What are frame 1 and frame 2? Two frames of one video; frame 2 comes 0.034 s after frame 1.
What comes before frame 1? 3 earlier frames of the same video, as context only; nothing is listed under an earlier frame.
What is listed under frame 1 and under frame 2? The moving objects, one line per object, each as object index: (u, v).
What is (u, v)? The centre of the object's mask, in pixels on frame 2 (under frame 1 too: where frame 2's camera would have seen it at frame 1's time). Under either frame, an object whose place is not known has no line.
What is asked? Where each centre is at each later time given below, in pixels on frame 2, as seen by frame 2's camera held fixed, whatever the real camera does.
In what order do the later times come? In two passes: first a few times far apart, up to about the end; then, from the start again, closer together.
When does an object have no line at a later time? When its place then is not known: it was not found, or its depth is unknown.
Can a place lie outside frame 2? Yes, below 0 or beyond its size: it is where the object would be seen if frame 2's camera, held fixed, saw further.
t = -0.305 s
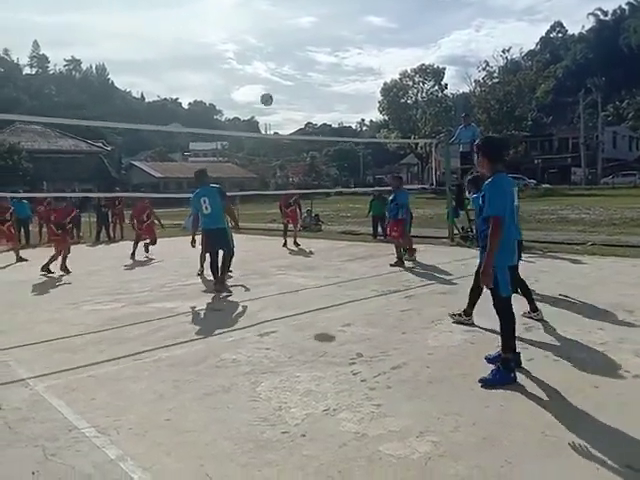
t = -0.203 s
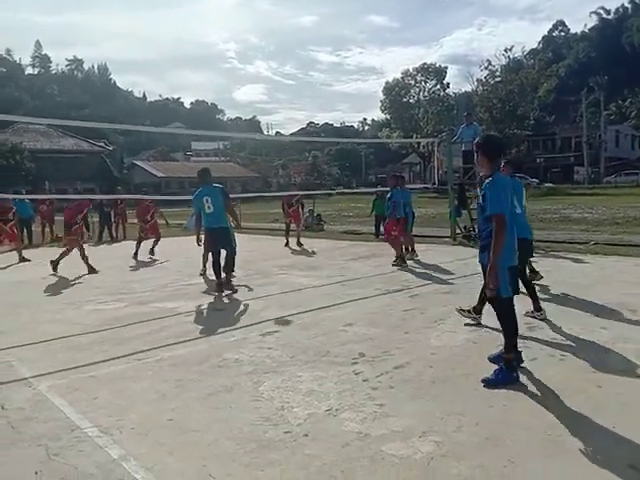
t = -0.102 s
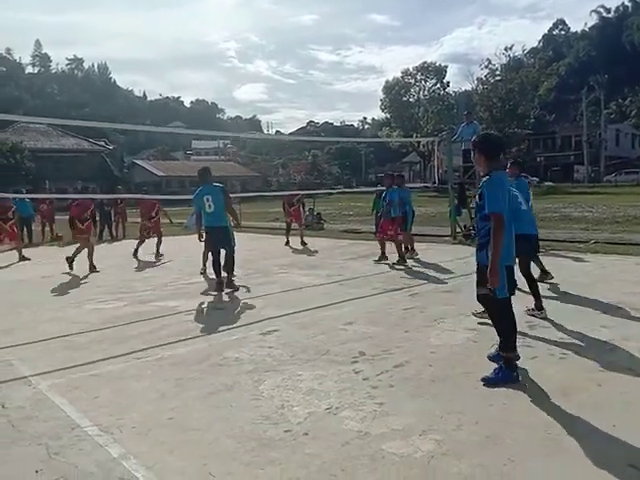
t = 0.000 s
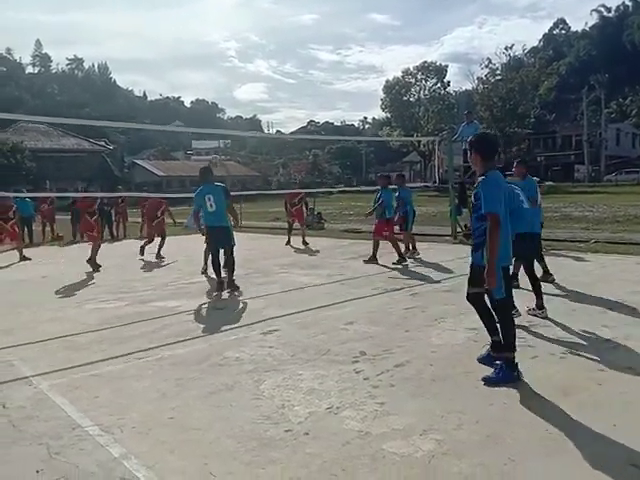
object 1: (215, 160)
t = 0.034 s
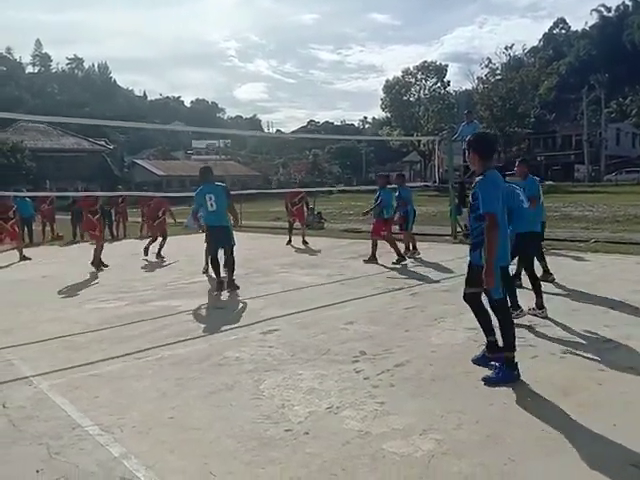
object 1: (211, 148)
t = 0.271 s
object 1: (190, 71)
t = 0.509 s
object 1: (171, 28)
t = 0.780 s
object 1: (151, 20)
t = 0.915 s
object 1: (142, 34)
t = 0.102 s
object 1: (207, 121)
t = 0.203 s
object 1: (196, 90)
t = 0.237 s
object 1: (193, 80)
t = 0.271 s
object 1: (190, 71)
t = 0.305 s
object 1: (187, 63)
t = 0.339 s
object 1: (184, 55)
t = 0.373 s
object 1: (182, 48)
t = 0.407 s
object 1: (179, 42)
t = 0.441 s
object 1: (176, 37)
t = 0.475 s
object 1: (174, 32)
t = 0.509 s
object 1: (171, 28)
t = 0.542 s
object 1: (168, 24)
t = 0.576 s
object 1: (166, 22)
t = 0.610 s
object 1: (163, 20)
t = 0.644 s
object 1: (161, 18)
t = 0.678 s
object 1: (158, 18)
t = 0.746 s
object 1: (153, 19)
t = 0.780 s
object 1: (151, 20)
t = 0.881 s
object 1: (144, 29)
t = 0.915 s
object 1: (142, 34)
